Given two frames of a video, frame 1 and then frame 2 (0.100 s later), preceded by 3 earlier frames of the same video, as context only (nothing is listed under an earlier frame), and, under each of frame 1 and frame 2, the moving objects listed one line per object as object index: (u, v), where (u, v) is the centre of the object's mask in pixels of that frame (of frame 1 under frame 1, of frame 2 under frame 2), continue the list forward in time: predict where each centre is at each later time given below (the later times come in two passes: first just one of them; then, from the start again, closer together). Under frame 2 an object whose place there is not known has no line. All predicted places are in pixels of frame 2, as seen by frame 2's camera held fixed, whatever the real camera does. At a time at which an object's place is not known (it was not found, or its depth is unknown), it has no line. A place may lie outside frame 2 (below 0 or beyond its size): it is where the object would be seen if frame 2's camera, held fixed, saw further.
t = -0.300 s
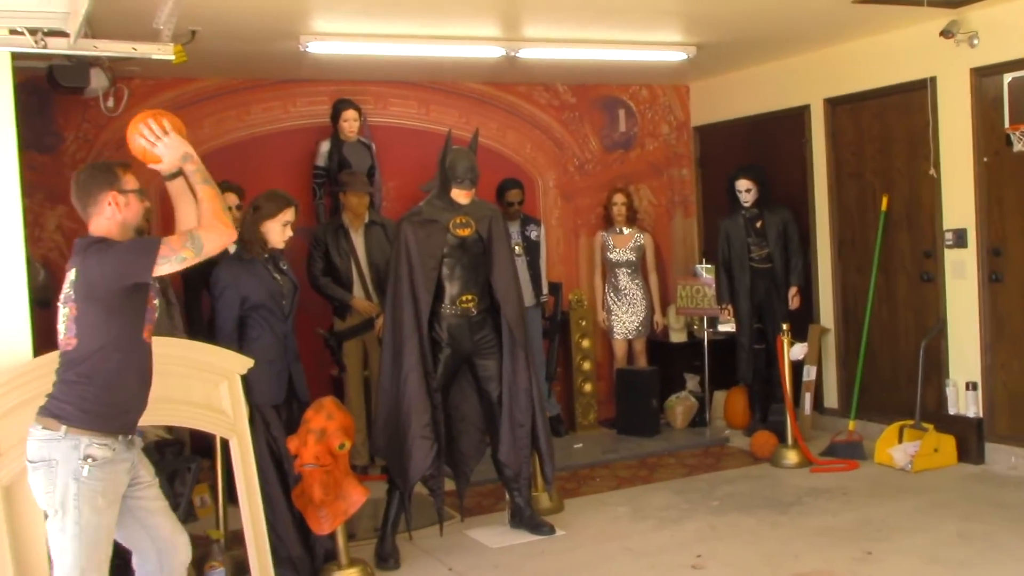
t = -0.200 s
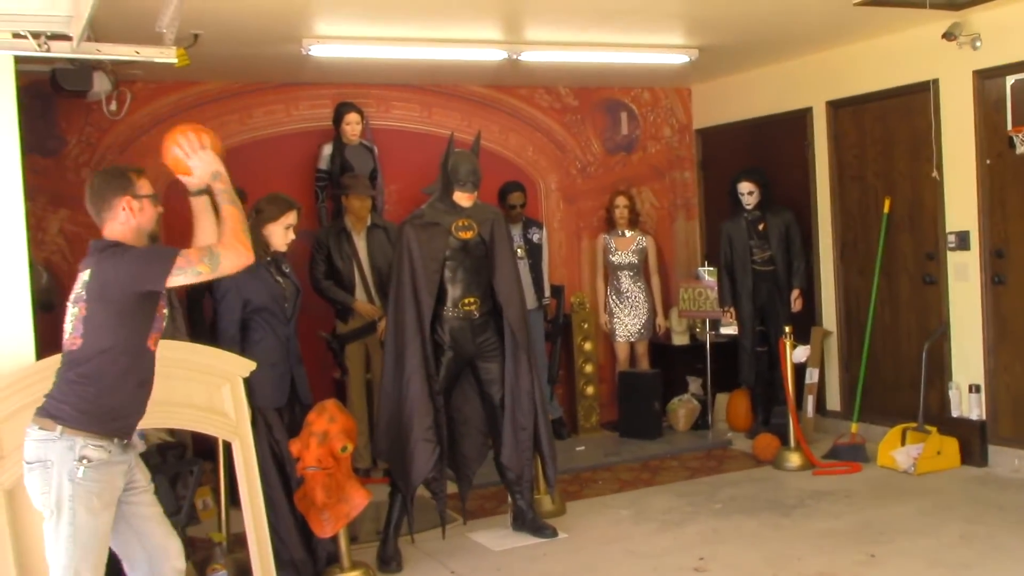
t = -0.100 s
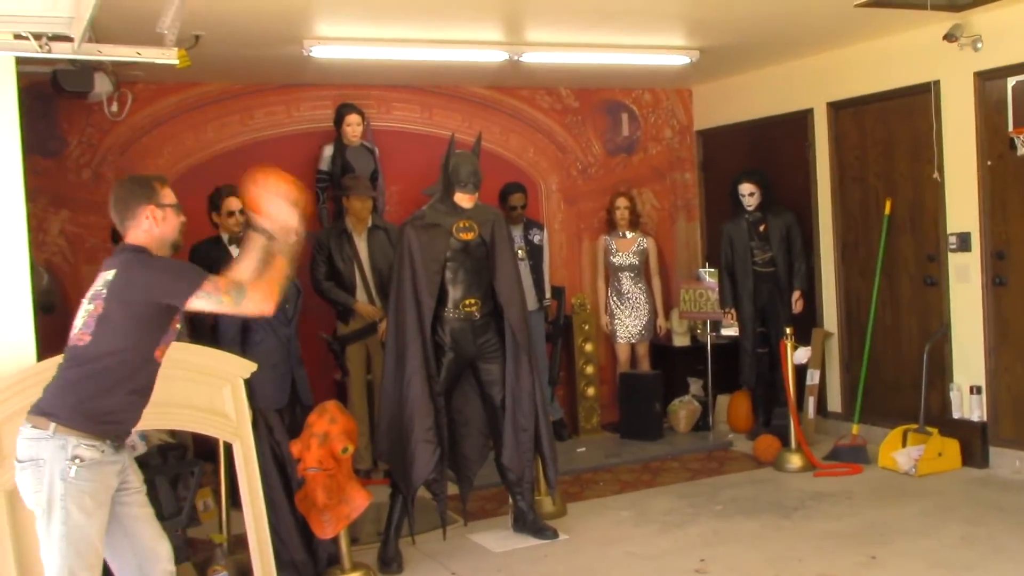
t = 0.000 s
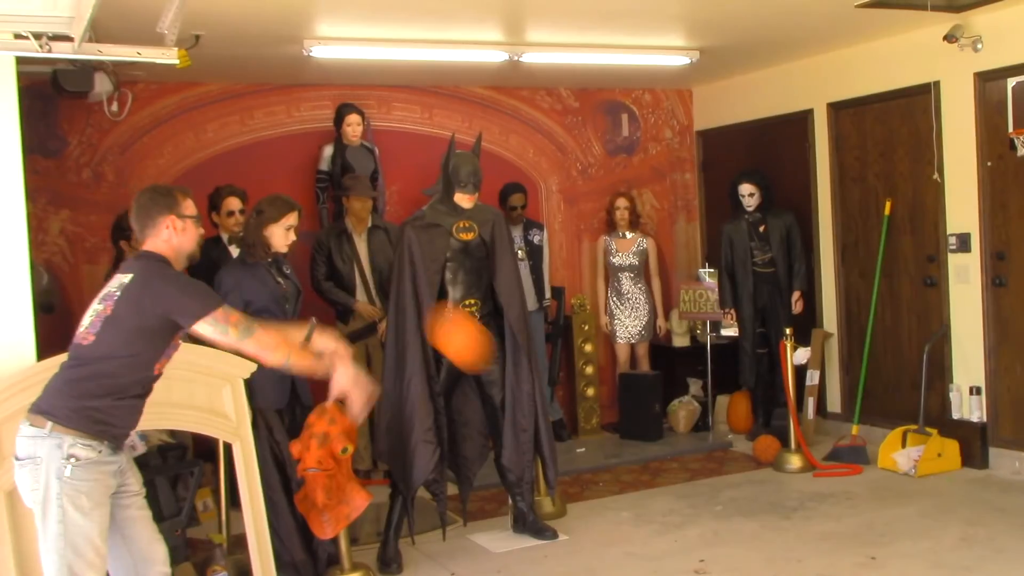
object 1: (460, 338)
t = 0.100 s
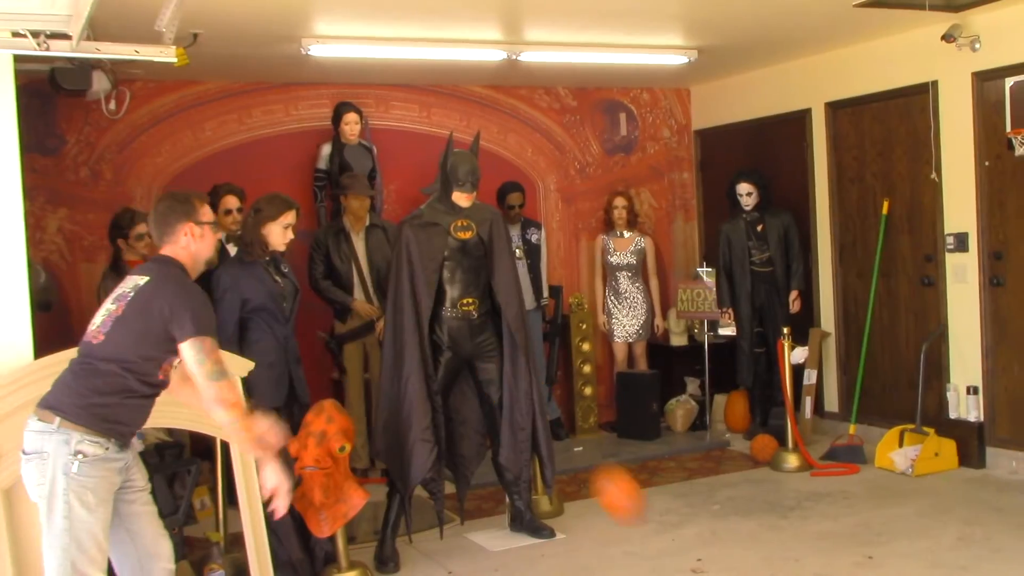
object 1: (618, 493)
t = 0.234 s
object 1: (739, 445)
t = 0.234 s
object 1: (739, 445)
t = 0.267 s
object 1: (759, 404)
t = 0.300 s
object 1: (776, 366)
